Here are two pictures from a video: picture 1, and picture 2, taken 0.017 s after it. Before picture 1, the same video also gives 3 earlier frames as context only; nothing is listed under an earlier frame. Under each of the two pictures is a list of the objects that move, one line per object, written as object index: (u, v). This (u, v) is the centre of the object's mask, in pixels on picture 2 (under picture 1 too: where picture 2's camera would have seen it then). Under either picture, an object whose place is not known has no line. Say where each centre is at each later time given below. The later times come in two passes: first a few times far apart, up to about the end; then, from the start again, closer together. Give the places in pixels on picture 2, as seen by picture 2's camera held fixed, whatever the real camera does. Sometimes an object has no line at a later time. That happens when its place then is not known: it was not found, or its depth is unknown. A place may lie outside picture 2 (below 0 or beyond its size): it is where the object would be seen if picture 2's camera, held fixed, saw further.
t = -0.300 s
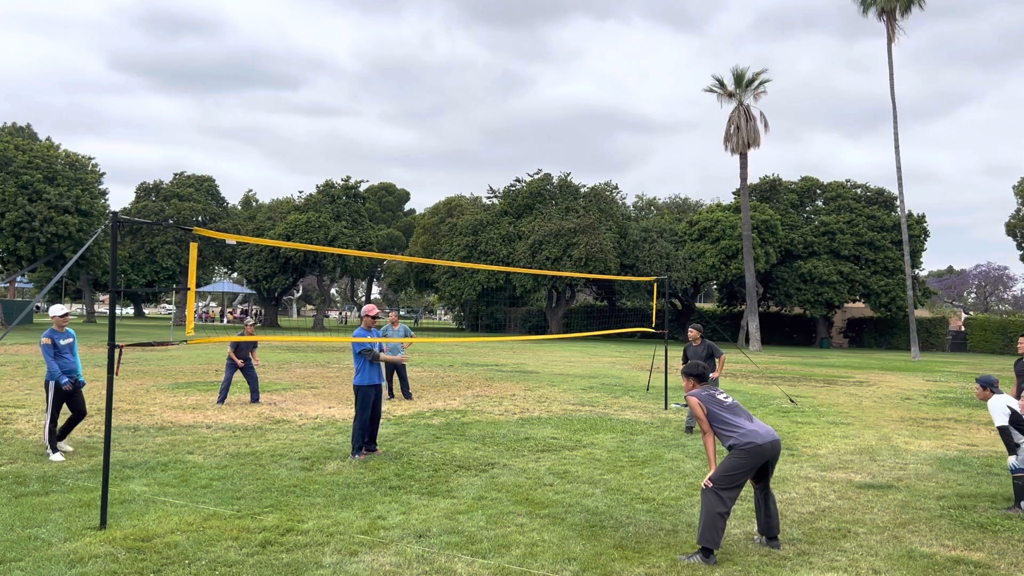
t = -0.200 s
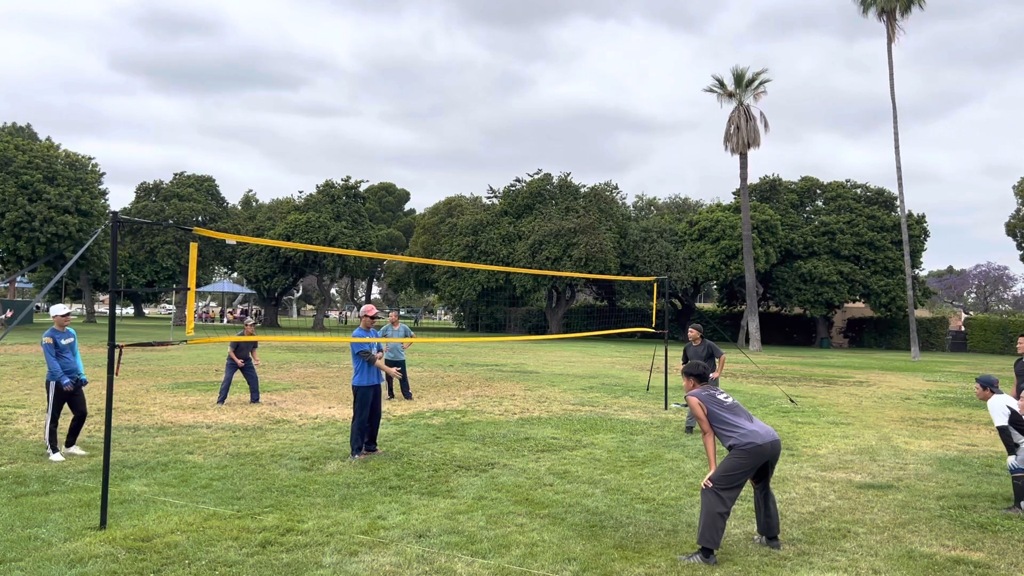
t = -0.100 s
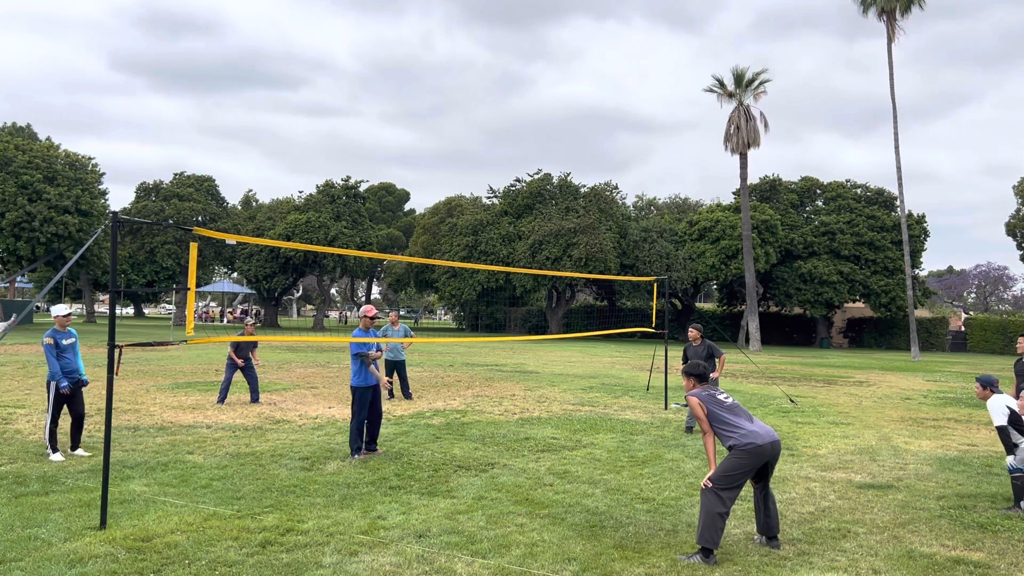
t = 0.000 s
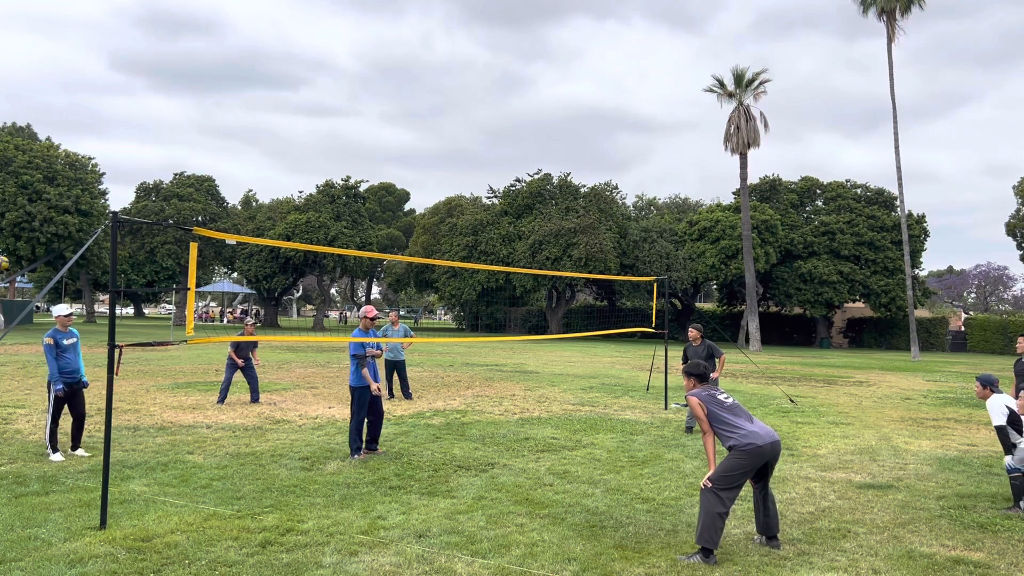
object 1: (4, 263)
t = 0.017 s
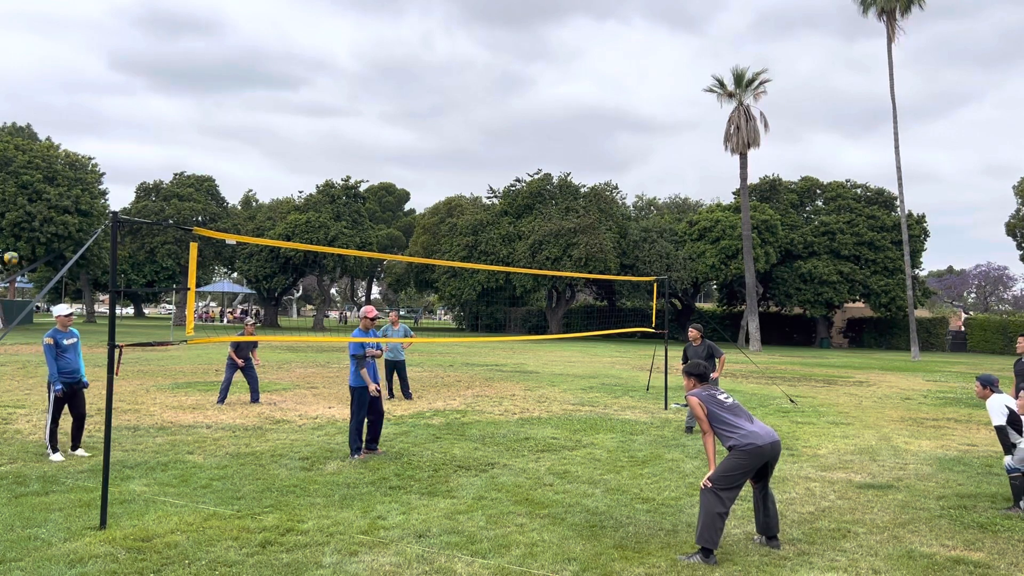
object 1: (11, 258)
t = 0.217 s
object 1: (134, 207)
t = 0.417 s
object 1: (272, 175)
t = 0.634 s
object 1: (440, 173)
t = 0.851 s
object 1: (632, 209)
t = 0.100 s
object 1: (60, 235)
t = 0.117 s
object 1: (70, 230)
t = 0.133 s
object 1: (81, 226)
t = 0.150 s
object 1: (91, 222)
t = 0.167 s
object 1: (102, 218)
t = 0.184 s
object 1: (110, 213)
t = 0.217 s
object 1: (134, 207)
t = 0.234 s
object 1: (145, 203)
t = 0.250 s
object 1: (156, 199)
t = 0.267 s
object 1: (167, 196)
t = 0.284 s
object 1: (178, 193)
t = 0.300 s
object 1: (189, 189)
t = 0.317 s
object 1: (201, 188)
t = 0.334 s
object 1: (212, 185)
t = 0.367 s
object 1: (235, 181)
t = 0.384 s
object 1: (248, 179)
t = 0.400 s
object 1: (259, 177)
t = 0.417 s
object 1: (272, 175)
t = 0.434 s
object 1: (284, 174)
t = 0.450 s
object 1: (296, 173)
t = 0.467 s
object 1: (309, 172)
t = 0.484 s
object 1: (321, 171)
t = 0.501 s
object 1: (334, 170)
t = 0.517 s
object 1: (347, 170)
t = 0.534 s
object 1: (360, 170)
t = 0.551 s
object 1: (373, 170)
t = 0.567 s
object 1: (386, 170)
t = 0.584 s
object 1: (400, 170)
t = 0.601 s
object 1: (413, 171)
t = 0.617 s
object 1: (427, 172)
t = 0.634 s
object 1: (440, 173)
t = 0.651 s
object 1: (454, 174)
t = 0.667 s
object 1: (468, 176)
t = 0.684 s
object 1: (482, 178)
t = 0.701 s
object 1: (496, 180)
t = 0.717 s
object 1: (511, 182)
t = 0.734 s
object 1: (525, 184)
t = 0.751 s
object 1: (541, 187)
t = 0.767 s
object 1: (555, 190)
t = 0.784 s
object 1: (571, 193)
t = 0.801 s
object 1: (586, 196)
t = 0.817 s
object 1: (602, 201)
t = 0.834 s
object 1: (617, 205)
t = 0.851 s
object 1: (632, 209)
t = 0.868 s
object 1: (649, 213)
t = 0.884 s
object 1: (665, 218)
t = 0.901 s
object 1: (682, 223)
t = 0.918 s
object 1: (699, 228)
